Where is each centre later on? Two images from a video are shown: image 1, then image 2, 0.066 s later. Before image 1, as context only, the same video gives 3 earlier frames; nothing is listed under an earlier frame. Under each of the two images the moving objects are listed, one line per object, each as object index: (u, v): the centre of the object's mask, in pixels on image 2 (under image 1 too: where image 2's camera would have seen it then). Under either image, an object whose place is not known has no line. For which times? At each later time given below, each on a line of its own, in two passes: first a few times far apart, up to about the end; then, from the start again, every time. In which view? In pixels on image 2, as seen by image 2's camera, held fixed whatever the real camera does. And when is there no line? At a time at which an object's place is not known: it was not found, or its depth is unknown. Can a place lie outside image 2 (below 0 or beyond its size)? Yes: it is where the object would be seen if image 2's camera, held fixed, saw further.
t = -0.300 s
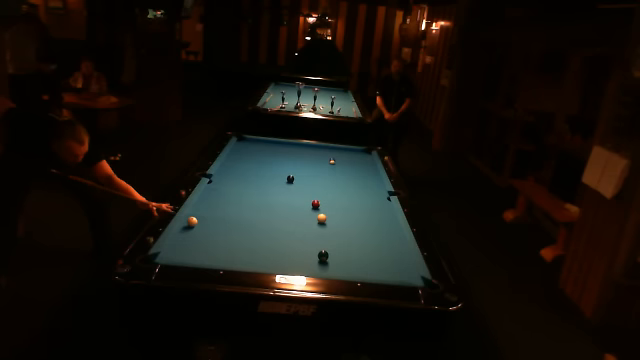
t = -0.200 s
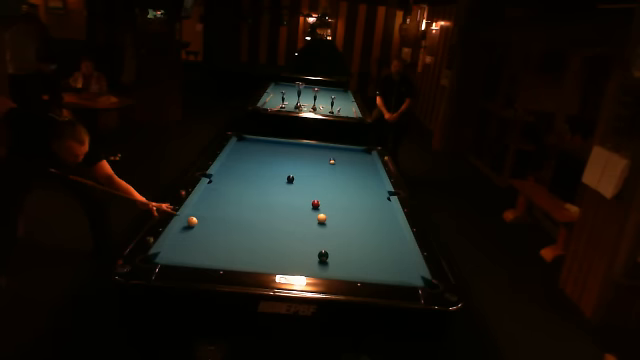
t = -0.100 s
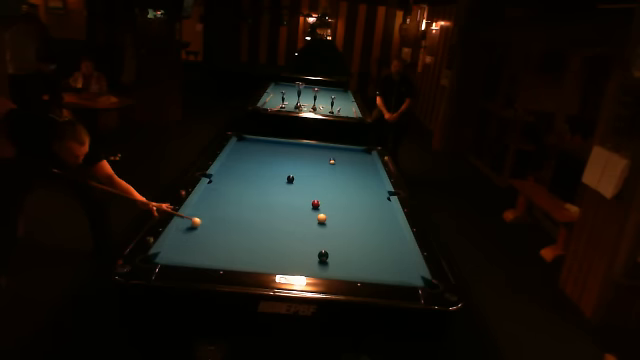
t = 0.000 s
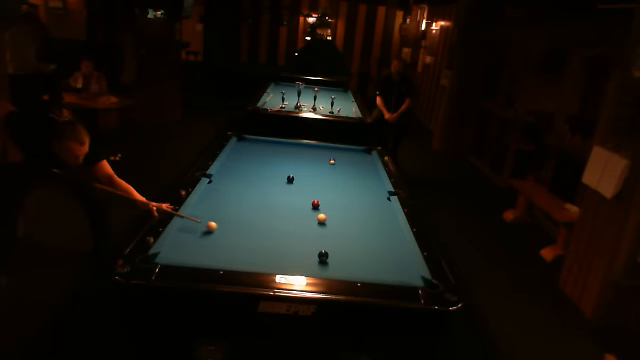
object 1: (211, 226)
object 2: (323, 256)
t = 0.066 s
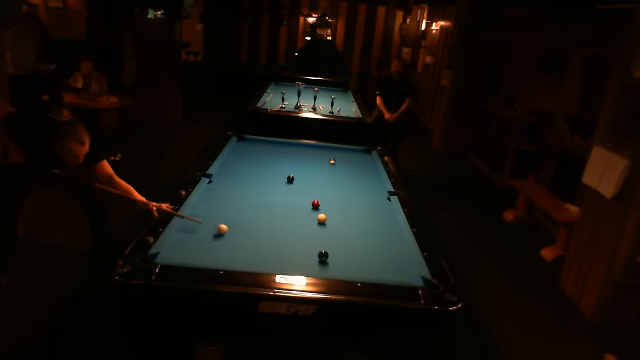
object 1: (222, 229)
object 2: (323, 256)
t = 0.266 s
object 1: (254, 237)
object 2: (323, 256)
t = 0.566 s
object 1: (304, 250)
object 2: (323, 256)
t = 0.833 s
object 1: (319, 254)
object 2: (351, 263)
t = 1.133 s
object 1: (329, 257)
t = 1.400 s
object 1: (337, 259)
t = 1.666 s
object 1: (345, 262)
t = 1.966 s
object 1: (352, 264)
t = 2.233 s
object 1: (358, 265)
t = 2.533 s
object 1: (363, 266)
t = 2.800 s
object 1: (368, 268)
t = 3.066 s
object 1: (371, 269)
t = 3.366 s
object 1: (373, 269)
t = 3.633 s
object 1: (375, 270)
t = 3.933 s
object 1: (376, 270)
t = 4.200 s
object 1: (377, 270)
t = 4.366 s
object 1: (376, 270)
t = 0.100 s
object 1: (227, 230)
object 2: (323, 256)
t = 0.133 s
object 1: (232, 232)
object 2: (323, 256)
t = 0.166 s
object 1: (238, 233)
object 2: (323, 256)
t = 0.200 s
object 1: (243, 234)
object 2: (323, 256)
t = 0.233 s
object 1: (249, 236)
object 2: (323, 256)
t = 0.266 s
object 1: (254, 237)
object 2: (323, 256)
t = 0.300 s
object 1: (259, 239)
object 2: (323, 256)
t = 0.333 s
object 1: (265, 240)
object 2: (323, 256)
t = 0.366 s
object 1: (271, 242)
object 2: (323, 256)
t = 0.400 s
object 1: (276, 243)
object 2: (323, 256)
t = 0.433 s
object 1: (282, 245)
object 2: (323, 256)
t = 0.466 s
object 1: (287, 246)
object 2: (323, 256)
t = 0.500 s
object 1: (293, 247)
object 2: (323, 256)
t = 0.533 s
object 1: (299, 249)
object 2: (323, 256)
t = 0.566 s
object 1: (304, 250)
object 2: (323, 256)
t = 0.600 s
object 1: (310, 252)
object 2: (323, 256)
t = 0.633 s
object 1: (313, 252)
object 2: (326, 256)
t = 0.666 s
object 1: (313, 252)
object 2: (331, 258)
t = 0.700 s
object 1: (314, 253)
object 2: (336, 259)
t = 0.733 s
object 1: (315, 253)
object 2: (340, 260)
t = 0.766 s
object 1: (317, 254)
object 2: (344, 261)
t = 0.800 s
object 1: (318, 254)
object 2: (348, 262)
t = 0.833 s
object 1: (319, 254)
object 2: (351, 263)
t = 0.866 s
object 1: (320, 255)
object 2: (355, 264)
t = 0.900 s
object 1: (321, 255)
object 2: (359, 265)
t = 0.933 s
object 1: (322, 255)
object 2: (362, 266)
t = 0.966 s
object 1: (323, 256)
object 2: (366, 267)
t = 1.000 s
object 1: (325, 256)
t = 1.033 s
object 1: (326, 256)
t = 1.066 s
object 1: (327, 256)
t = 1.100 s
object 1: (328, 257)
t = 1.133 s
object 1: (329, 257)
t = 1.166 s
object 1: (330, 257)
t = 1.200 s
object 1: (331, 257)
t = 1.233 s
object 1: (332, 258)
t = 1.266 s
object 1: (333, 258)
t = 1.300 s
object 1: (335, 258)
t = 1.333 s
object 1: (336, 259)
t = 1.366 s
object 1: (336, 259)
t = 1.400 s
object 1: (337, 259)
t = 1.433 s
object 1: (338, 260)
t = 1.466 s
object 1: (339, 260)
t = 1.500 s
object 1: (341, 260)
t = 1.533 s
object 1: (341, 260)
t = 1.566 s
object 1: (342, 261)
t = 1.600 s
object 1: (343, 261)
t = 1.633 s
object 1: (344, 261)
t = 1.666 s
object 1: (345, 262)
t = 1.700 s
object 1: (346, 262)
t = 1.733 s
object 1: (347, 262)
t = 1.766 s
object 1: (348, 262)
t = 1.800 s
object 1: (349, 262)
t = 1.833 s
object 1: (349, 263)
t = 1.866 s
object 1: (350, 263)
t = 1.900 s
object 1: (351, 263)
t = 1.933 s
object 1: (351, 263)
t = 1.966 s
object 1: (352, 264)
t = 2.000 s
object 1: (353, 264)
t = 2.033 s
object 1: (354, 264)
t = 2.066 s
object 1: (355, 264)
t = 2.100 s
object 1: (356, 265)
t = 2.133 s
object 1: (356, 265)
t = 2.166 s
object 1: (357, 265)
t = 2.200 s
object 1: (358, 265)
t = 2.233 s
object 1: (358, 265)
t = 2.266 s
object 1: (359, 265)
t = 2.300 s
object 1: (360, 266)
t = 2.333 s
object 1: (360, 266)
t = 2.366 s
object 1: (361, 266)
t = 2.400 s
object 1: (362, 266)
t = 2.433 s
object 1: (362, 266)
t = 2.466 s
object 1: (362, 266)
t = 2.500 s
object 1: (363, 266)
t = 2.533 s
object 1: (363, 266)
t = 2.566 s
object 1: (364, 267)
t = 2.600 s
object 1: (365, 267)
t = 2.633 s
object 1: (365, 267)
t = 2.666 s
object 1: (366, 267)
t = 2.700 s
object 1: (366, 267)
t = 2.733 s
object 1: (367, 267)
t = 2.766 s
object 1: (367, 267)
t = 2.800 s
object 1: (368, 268)
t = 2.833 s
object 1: (368, 268)
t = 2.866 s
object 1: (369, 268)
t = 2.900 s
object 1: (369, 268)
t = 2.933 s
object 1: (369, 268)
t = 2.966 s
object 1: (370, 268)
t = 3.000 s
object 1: (370, 268)
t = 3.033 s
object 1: (371, 268)
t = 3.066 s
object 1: (371, 269)
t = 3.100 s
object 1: (371, 268)
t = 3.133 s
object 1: (372, 268)
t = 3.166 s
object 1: (372, 269)
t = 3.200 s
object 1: (372, 269)
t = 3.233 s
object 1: (373, 269)
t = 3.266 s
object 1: (373, 269)
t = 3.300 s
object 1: (373, 269)
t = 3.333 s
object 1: (373, 269)
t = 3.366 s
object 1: (373, 269)
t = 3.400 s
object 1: (373, 269)
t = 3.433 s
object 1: (374, 269)
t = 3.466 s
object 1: (374, 269)
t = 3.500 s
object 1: (374, 270)
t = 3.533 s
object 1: (374, 270)
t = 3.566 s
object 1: (374, 270)
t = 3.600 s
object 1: (375, 270)
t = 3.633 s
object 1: (375, 270)
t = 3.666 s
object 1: (375, 270)
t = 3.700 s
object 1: (375, 270)
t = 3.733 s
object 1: (375, 270)
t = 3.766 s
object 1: (375, 270)
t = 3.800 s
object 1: (375, 270)
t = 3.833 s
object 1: (376, 270)
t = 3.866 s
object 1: (376, 270)
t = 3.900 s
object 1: (376, 270)
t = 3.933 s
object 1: (376, 270)
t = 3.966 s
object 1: (376, 270)
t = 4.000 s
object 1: (376, 270)
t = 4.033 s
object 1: (376, 270)
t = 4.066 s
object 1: (376, 270)
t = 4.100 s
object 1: (377, 270)
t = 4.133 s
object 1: (377, 270)
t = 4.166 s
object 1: (376, 270)
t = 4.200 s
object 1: (377, 270)
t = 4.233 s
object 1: (377, 270)
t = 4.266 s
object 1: (377, 270)
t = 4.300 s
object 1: (377, 270)
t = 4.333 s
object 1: (376, 270)
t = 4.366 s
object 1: (376, 270)
